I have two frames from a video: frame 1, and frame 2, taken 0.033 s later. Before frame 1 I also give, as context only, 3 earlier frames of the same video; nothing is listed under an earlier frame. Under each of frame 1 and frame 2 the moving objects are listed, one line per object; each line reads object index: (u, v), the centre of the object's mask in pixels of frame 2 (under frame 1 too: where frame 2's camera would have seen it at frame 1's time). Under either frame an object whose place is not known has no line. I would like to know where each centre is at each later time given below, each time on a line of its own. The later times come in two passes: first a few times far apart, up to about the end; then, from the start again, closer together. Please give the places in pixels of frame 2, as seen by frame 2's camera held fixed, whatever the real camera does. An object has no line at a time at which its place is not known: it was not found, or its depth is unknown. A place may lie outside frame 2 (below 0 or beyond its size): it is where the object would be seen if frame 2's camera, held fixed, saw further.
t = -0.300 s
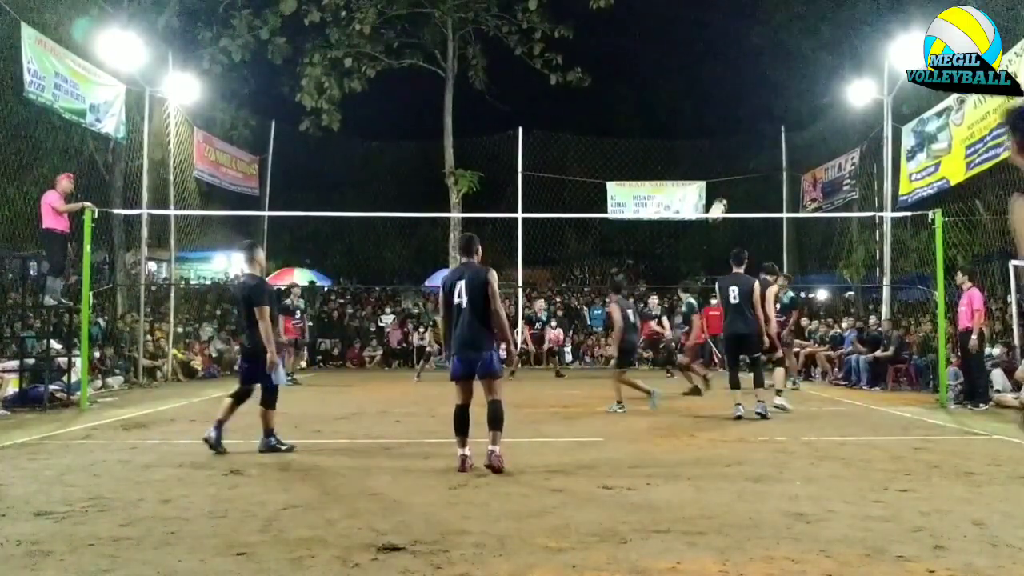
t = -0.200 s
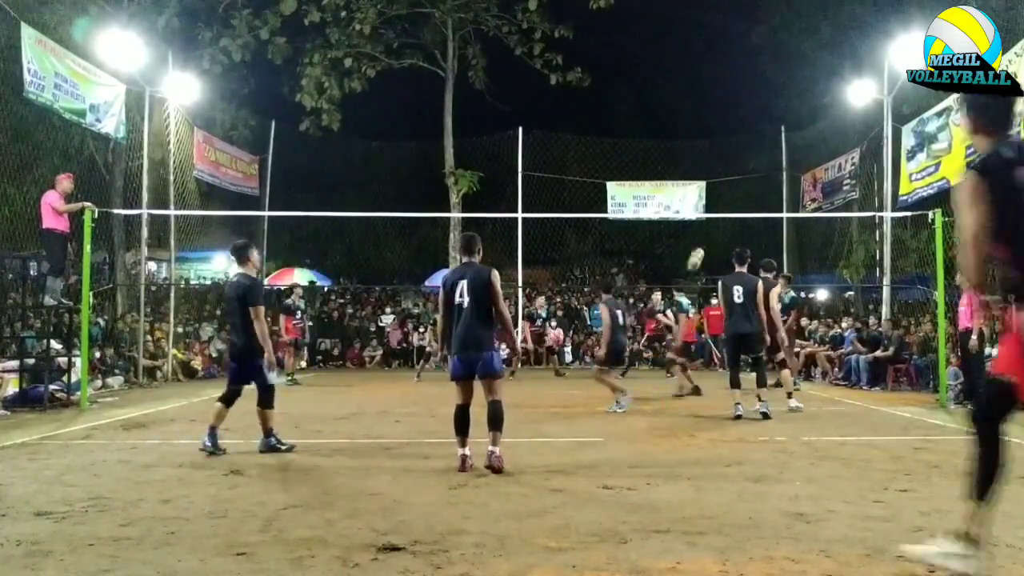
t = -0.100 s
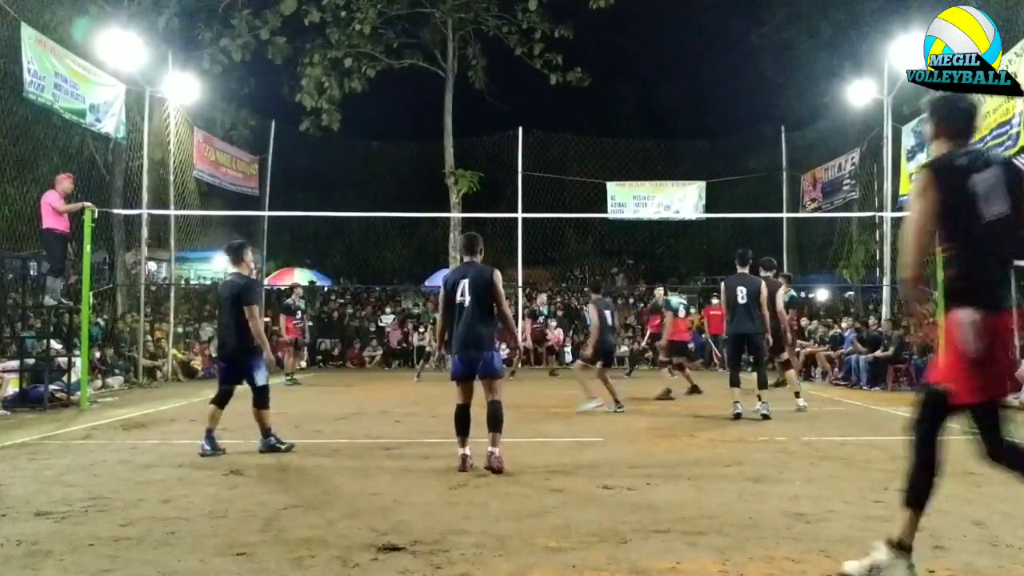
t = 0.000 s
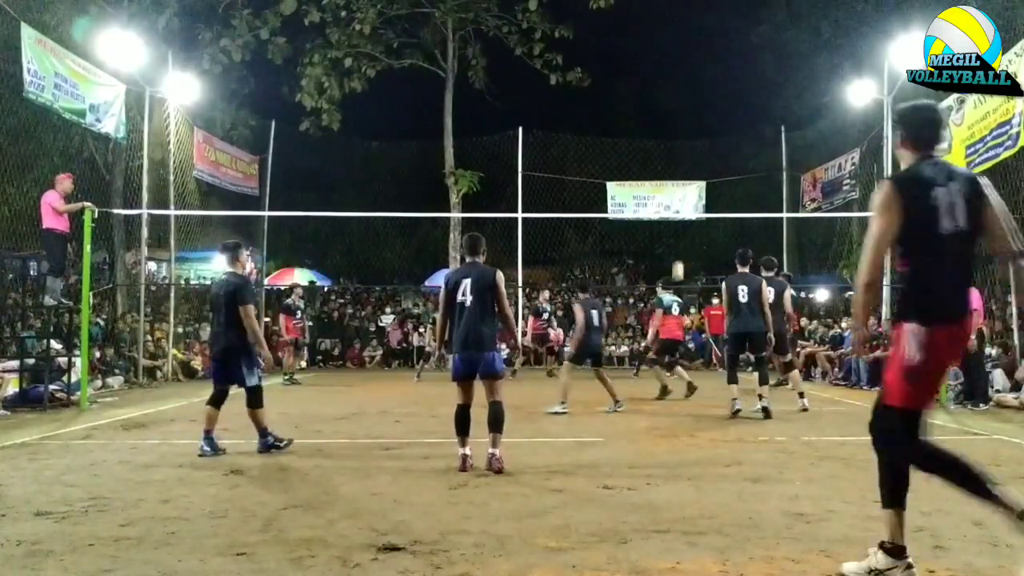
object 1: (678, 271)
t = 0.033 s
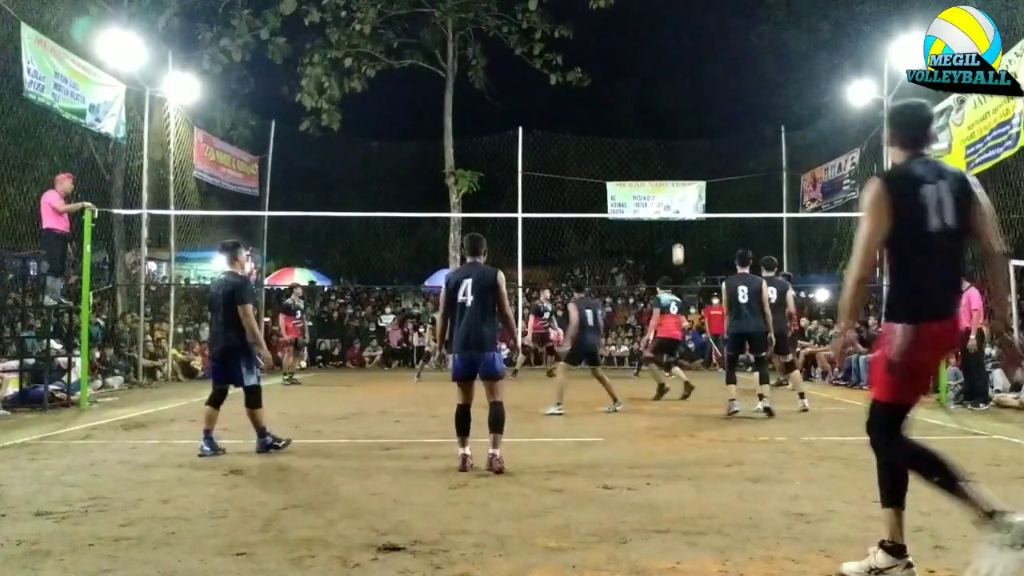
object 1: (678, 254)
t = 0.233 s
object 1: (677, 172)
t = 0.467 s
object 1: (676, 95)
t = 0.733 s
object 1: (672, 35)
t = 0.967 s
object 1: (667, 15)
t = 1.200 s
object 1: (661, 30)
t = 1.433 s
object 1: (654, 90)
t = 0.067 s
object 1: (678, 240)
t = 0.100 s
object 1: (678, 227)
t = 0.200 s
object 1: (678, 180)
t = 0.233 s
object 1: (677, 172)
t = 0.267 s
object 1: (677, 160)
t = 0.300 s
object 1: (677, 147)
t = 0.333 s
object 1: (677, 138)
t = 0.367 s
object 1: (677, 126)
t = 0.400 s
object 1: (676, 114)
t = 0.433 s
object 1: (676, 105)
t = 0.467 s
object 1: (676, 95)
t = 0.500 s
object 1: (676, 86)
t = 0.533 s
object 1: (675, 77)
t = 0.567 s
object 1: (675, 69)
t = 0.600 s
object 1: (674, 61)
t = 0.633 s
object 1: (674, 53)
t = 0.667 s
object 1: (673, 47)
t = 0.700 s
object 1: (673, 42)
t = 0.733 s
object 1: (672, 35)
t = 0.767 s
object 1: (671, 31)
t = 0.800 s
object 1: (671, 27)
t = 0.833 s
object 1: (670, 23)
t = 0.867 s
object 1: (669, 20)
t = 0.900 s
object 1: (668, 18)
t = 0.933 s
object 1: (667, 16)
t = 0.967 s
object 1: (667, 15)
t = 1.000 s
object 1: (666, 15)
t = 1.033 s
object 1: (665, 15)
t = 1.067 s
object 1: (664, 16)
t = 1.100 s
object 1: (664, 18)
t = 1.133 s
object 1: (663, 21)
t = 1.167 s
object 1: (662, 25)
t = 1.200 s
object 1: (661, 30)
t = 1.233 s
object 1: (660, 35)
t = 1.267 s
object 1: (659, 42)
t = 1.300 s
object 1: (658, 49)
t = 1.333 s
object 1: (657, 58)
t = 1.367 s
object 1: (656, 68)
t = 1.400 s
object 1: (655, 78)
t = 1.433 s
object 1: (654, 90)
